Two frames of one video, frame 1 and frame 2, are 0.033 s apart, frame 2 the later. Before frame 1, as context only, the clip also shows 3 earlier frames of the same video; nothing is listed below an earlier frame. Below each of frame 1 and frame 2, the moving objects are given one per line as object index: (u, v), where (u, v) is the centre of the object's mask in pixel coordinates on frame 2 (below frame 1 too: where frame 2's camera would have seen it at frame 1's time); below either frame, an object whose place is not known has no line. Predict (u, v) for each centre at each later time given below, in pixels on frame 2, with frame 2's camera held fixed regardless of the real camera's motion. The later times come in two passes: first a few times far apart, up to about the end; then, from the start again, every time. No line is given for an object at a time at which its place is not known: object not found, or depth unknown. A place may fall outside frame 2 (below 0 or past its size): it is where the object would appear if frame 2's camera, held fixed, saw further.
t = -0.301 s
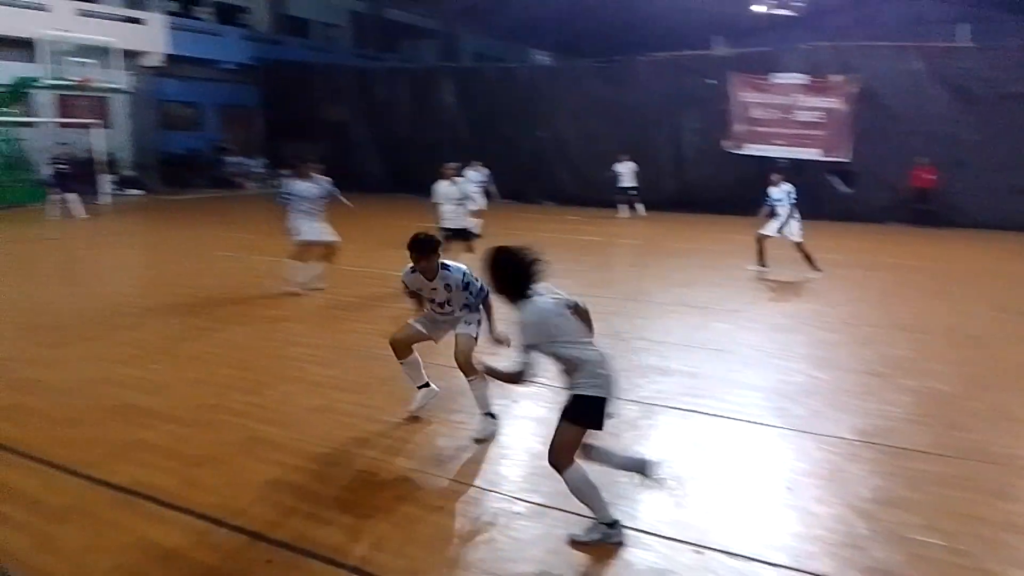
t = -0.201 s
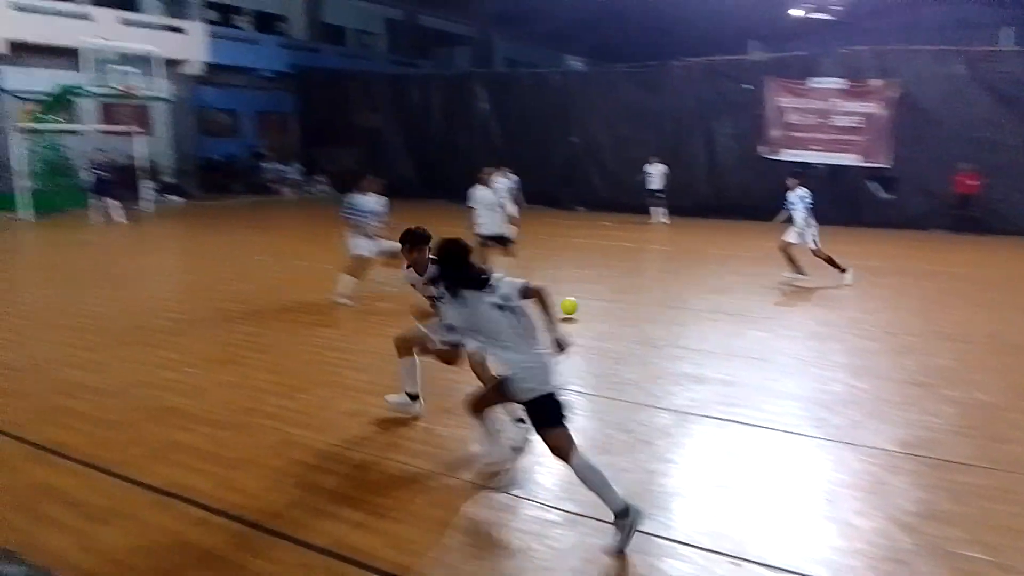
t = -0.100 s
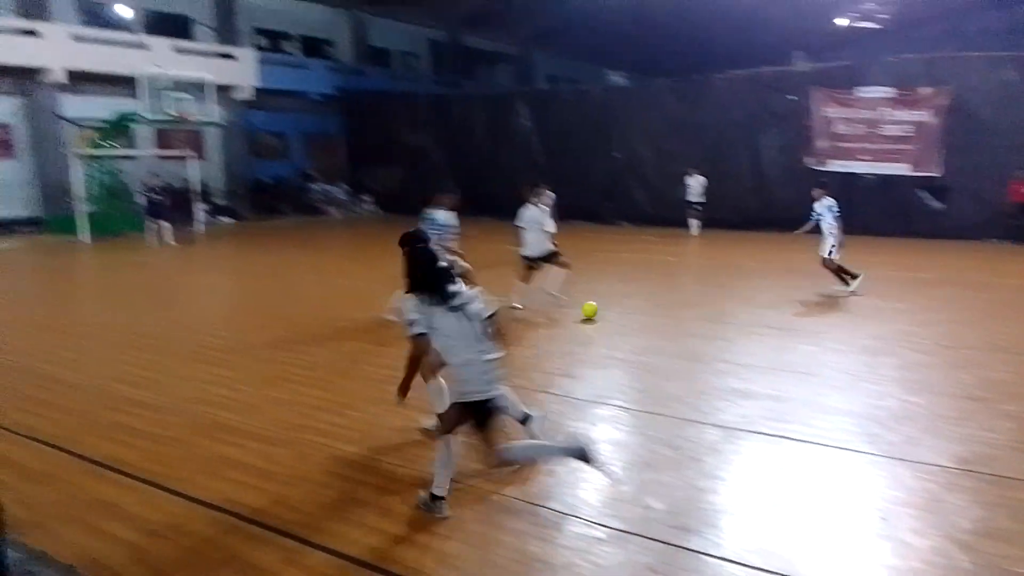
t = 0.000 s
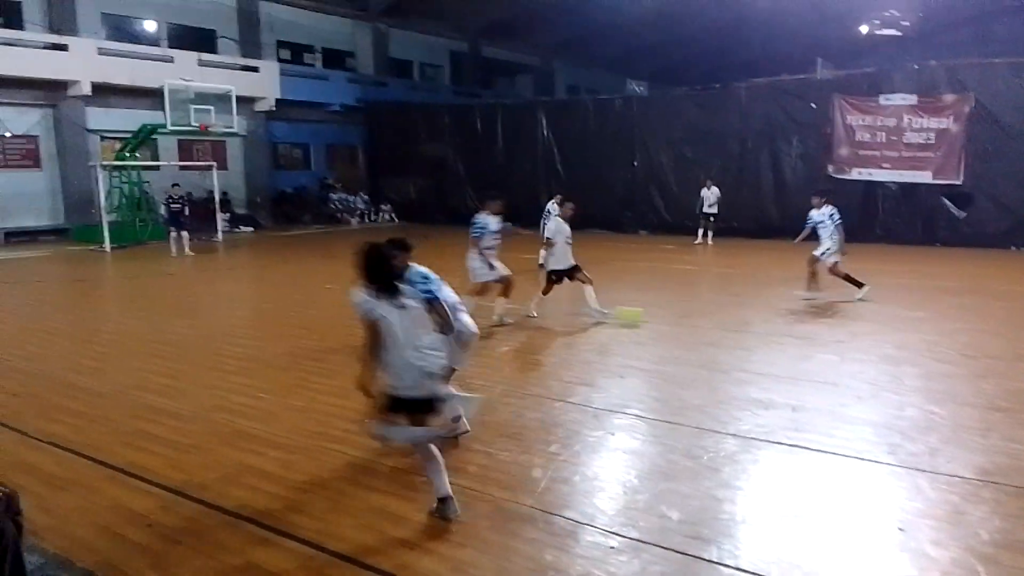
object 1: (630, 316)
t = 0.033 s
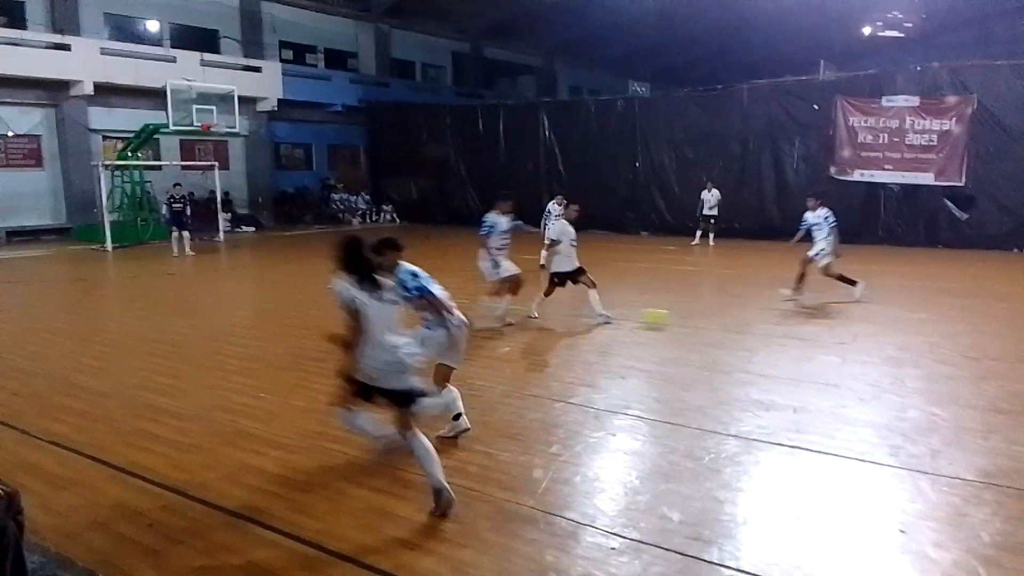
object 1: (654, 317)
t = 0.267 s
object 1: (821, 329)
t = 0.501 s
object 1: (982, 338)
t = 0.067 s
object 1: (677, 320)
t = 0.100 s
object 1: (702, 321)
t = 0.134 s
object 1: (727, 323)
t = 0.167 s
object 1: (749, 325)
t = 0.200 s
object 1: (774, 326)
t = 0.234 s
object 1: (797, 329)
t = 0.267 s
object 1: (821, 329)
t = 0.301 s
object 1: (845, 331)
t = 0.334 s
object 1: (868, 332)
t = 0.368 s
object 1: (891, 332)
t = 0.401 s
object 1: (913, 335)
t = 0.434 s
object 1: (935, 335)
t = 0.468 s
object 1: (959, 336)
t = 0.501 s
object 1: (982, 338)
